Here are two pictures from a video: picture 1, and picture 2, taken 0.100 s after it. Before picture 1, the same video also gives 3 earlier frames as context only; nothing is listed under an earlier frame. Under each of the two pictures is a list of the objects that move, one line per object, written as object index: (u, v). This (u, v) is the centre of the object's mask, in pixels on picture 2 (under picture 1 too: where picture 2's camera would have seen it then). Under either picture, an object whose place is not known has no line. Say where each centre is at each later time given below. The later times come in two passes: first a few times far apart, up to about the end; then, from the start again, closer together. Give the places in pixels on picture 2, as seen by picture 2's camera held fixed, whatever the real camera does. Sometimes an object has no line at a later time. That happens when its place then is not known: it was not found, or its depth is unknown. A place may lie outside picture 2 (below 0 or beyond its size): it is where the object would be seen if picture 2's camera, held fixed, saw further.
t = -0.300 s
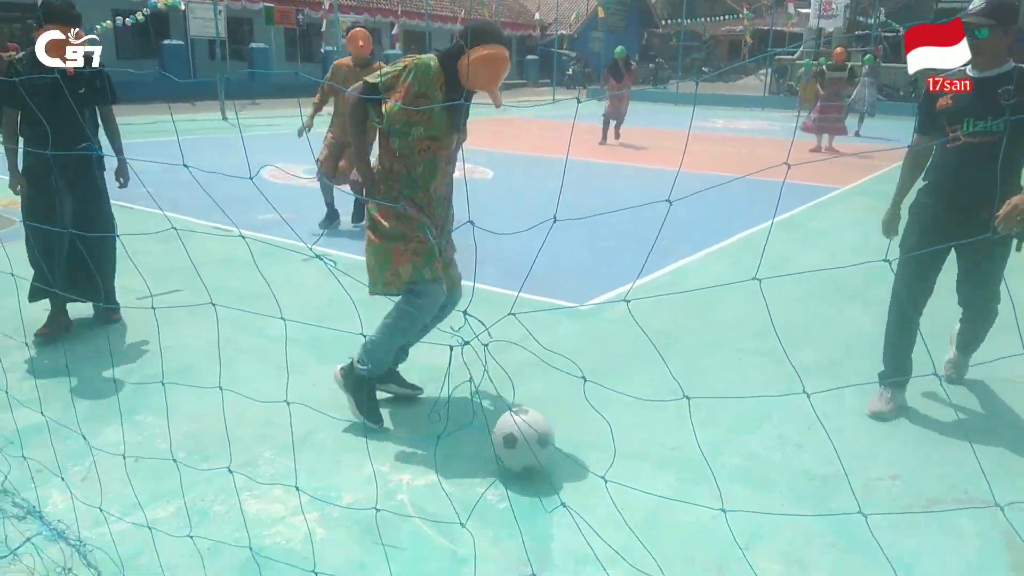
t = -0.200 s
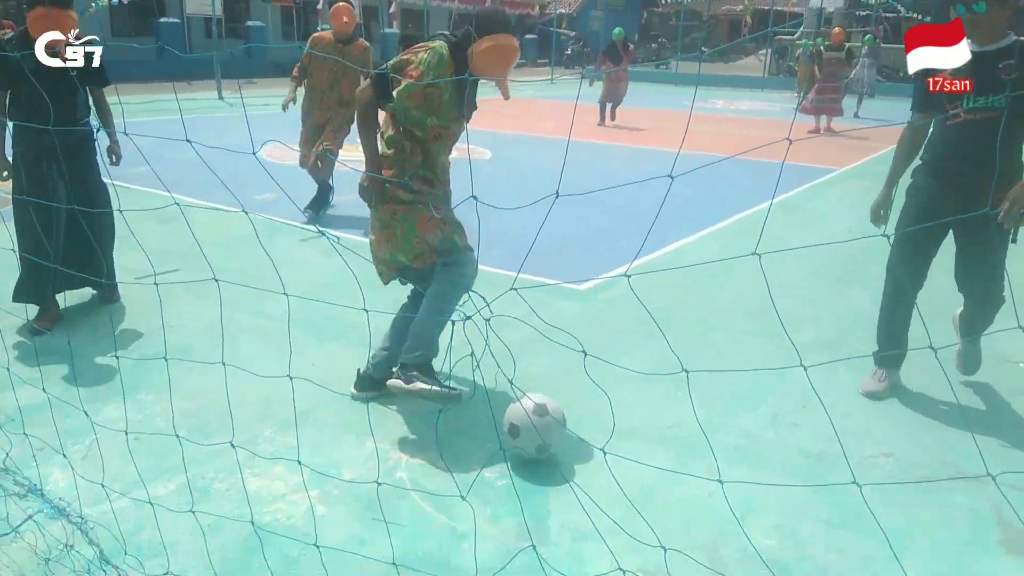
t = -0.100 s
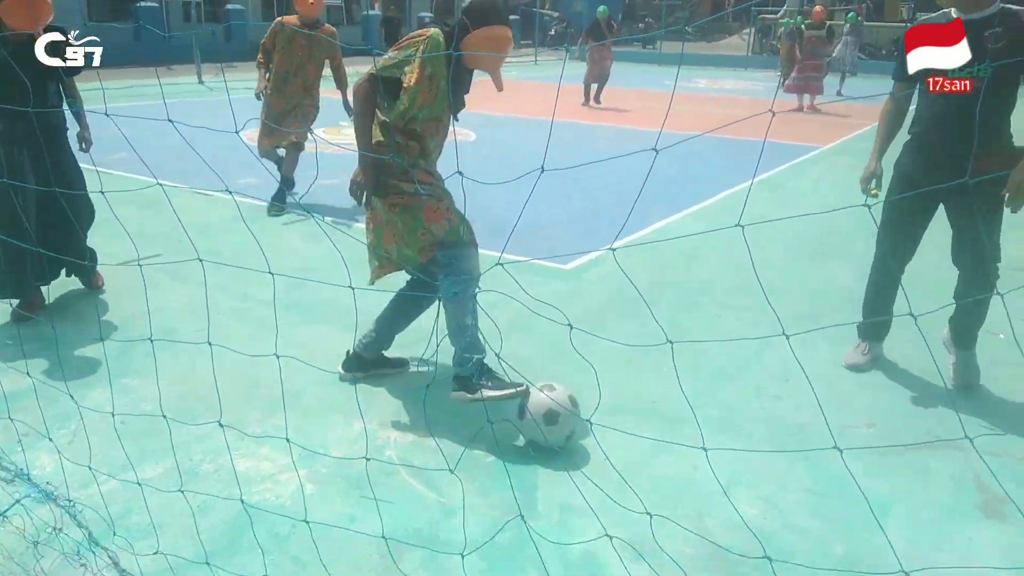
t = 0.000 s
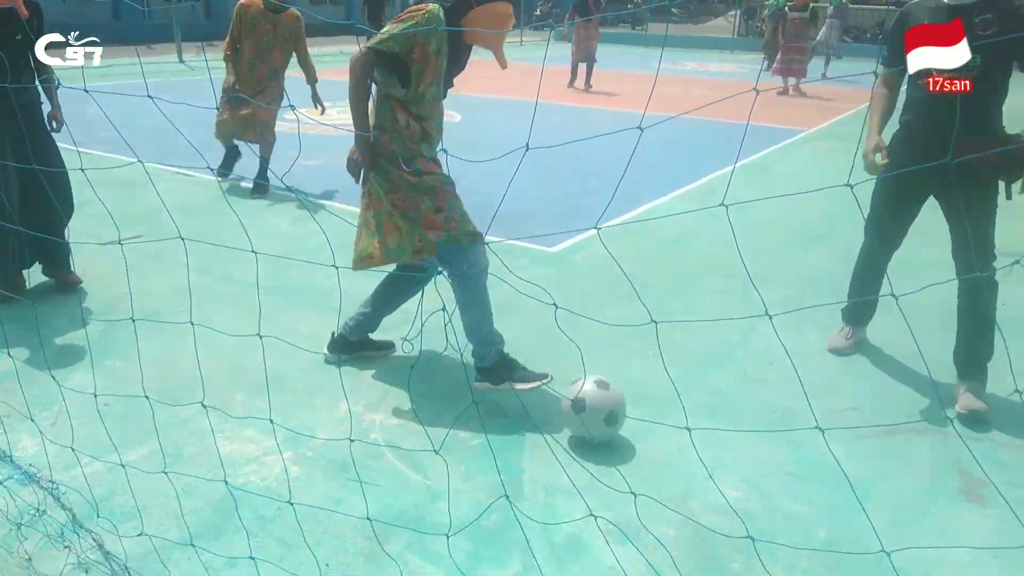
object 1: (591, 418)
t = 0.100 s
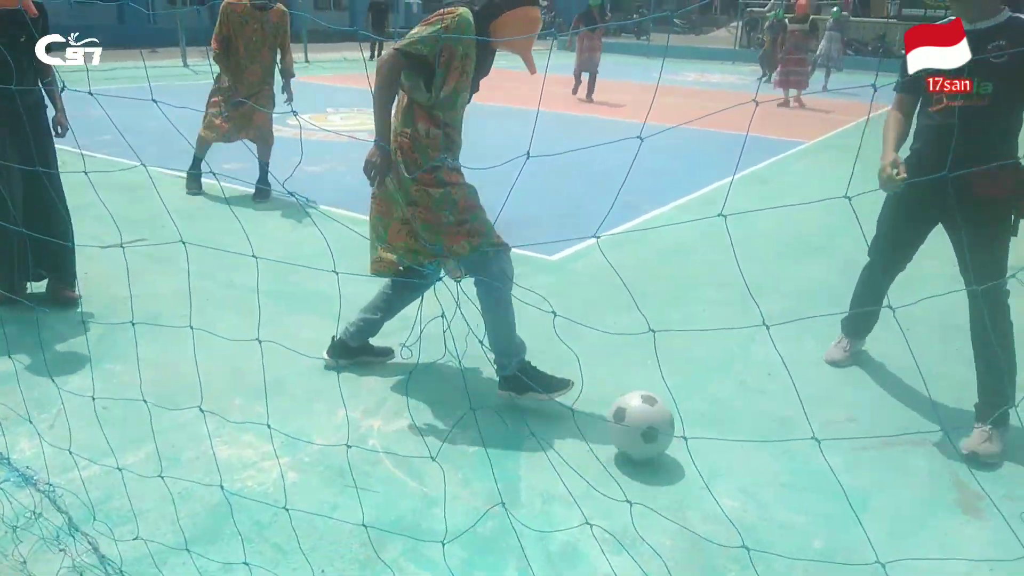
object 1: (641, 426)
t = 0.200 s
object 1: (682, 434)
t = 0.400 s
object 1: (750, 449)
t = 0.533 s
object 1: (792, 464)
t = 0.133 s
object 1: (655, 429)
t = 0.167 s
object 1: (670, 432)
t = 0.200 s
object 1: (682, 434)
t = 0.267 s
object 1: (705, 439)
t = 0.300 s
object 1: (717, 443)
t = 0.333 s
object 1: (728, 445)
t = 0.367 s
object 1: (739, 447)
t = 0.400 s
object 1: (750, 449)
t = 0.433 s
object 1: (760, 452)
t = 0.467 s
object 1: (771, 457)
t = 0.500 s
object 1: (782, 459)
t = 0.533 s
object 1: (792, 464)
